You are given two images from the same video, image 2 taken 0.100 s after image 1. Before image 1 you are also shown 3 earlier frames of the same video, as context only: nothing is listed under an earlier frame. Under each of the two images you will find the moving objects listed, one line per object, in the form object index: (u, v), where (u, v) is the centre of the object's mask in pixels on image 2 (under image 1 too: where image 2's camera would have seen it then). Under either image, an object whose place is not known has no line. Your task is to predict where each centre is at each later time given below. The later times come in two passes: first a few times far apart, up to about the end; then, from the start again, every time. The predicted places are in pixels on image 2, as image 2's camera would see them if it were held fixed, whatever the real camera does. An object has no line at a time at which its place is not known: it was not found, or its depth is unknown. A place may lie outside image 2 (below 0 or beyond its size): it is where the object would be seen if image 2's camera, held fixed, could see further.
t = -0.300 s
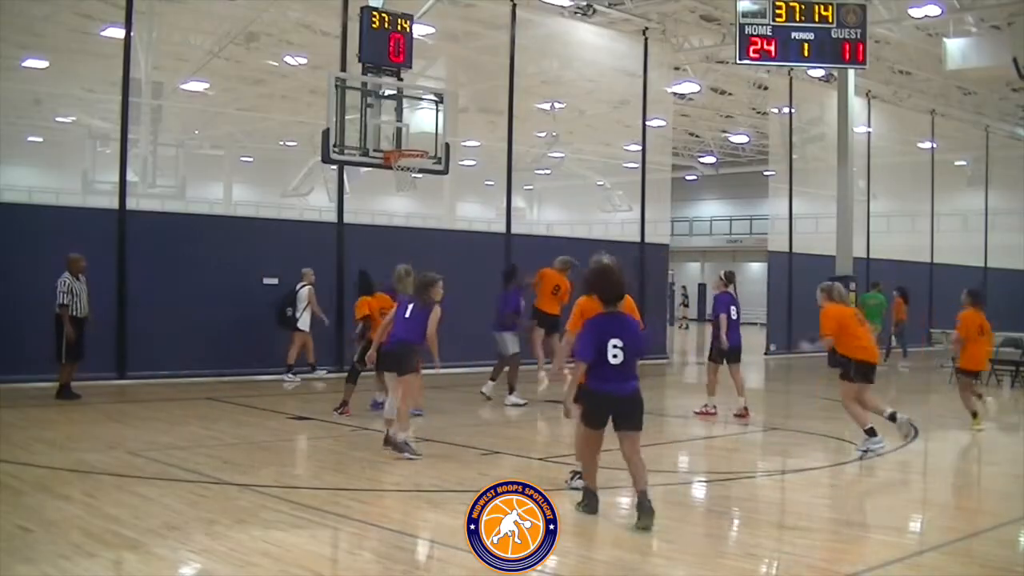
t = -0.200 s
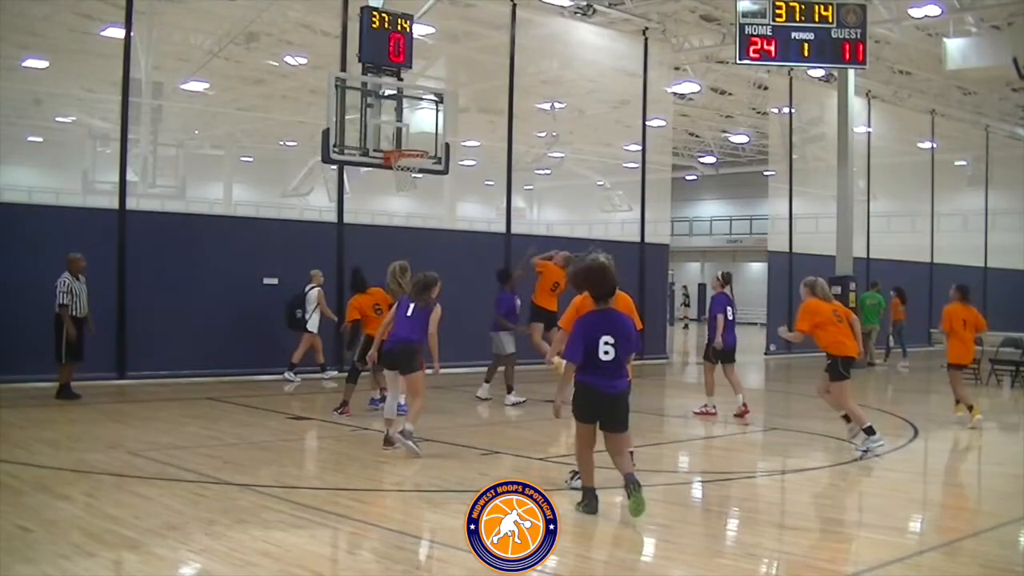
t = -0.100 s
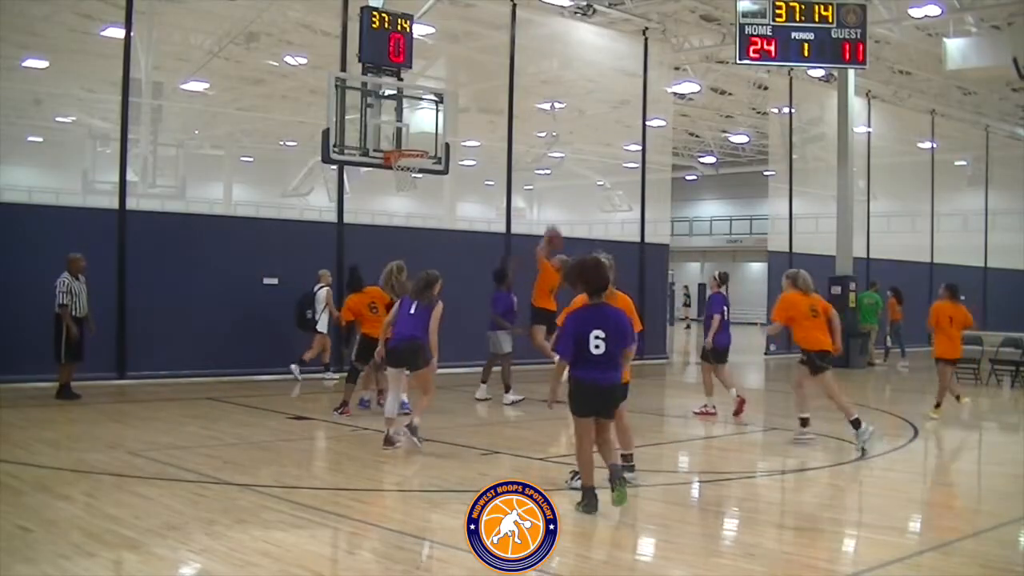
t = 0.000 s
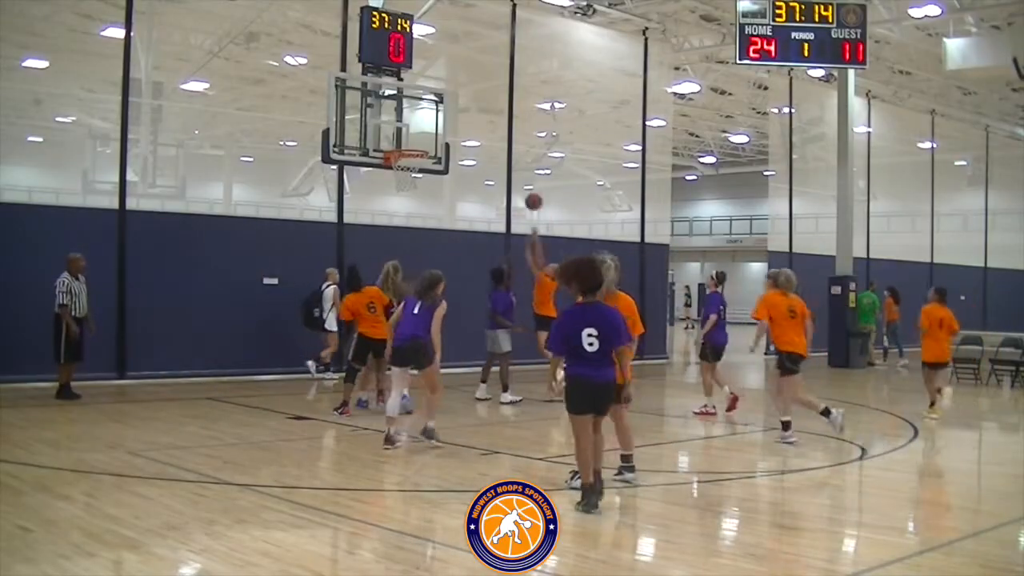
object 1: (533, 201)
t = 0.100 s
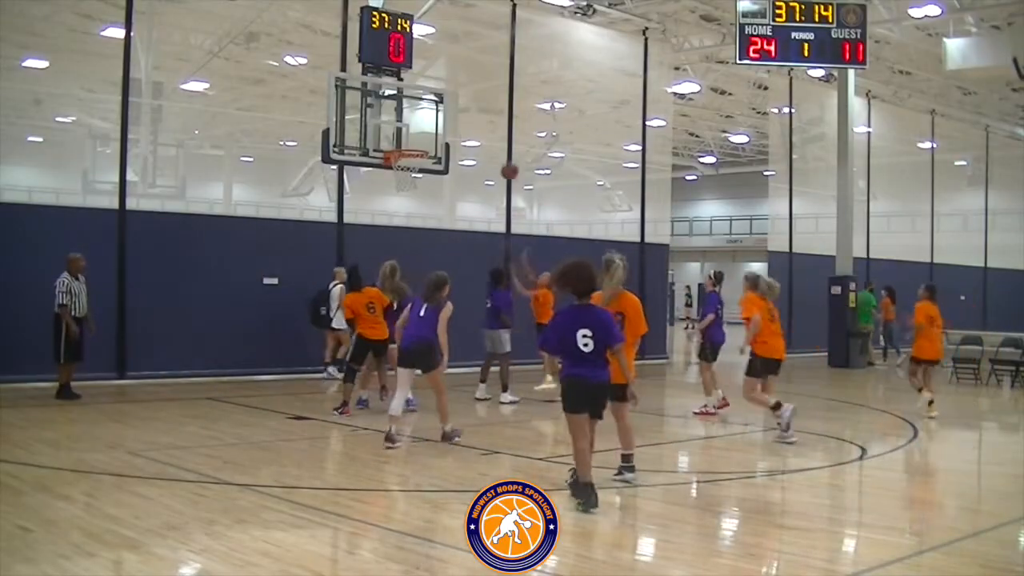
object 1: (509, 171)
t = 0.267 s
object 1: (469, 136)
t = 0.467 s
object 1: (418, 123)
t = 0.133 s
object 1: (502, 163)
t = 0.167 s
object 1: (493, 154)
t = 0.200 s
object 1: (485, 148)
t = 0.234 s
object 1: (477, 142)
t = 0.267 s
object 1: (469, 136)
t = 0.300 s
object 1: (460, 132)
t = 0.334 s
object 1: (452, 128)
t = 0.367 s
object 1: (444, 126)
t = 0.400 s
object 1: (436, 124)
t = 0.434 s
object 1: (427, 123)
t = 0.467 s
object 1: (418, 123)
